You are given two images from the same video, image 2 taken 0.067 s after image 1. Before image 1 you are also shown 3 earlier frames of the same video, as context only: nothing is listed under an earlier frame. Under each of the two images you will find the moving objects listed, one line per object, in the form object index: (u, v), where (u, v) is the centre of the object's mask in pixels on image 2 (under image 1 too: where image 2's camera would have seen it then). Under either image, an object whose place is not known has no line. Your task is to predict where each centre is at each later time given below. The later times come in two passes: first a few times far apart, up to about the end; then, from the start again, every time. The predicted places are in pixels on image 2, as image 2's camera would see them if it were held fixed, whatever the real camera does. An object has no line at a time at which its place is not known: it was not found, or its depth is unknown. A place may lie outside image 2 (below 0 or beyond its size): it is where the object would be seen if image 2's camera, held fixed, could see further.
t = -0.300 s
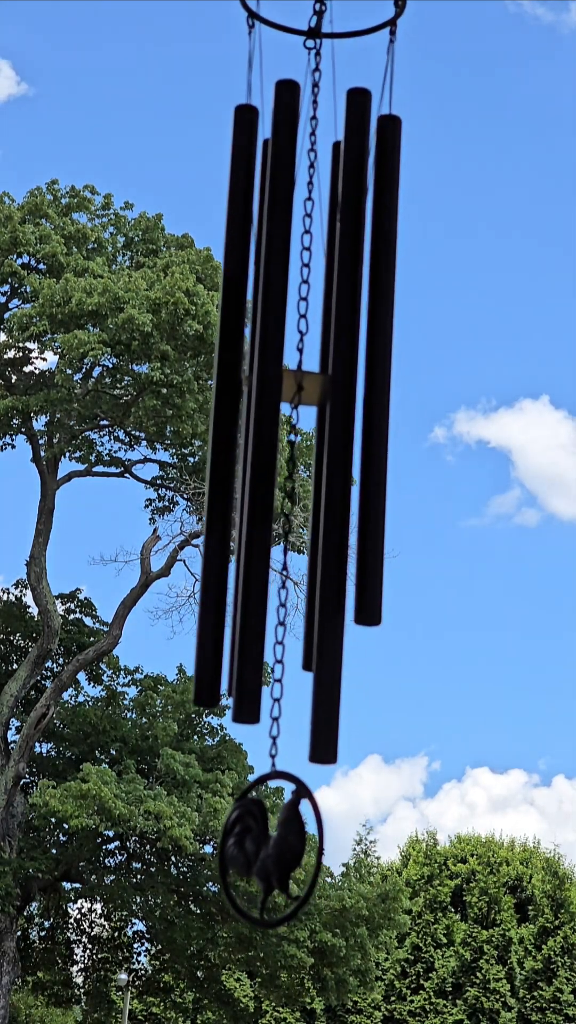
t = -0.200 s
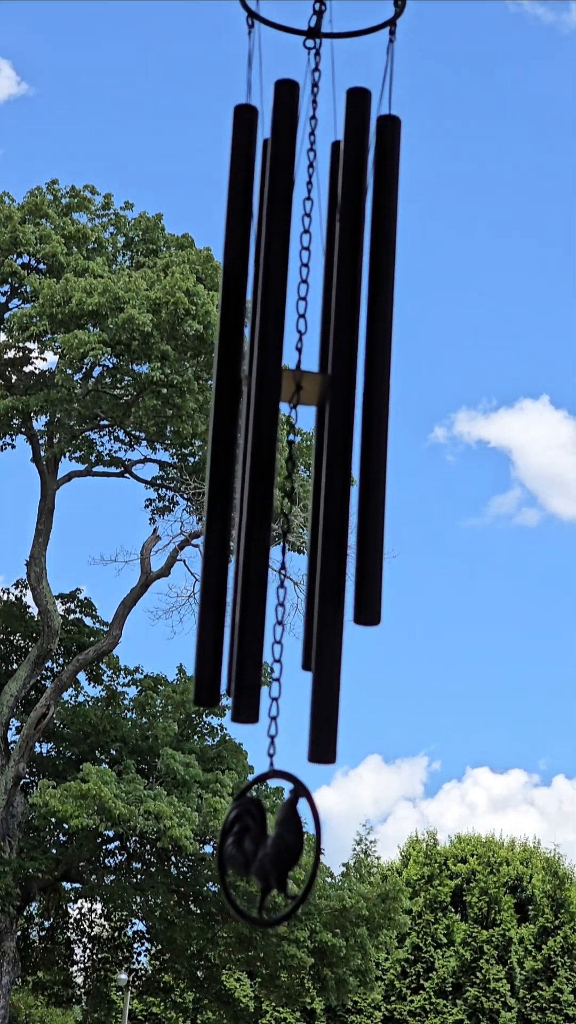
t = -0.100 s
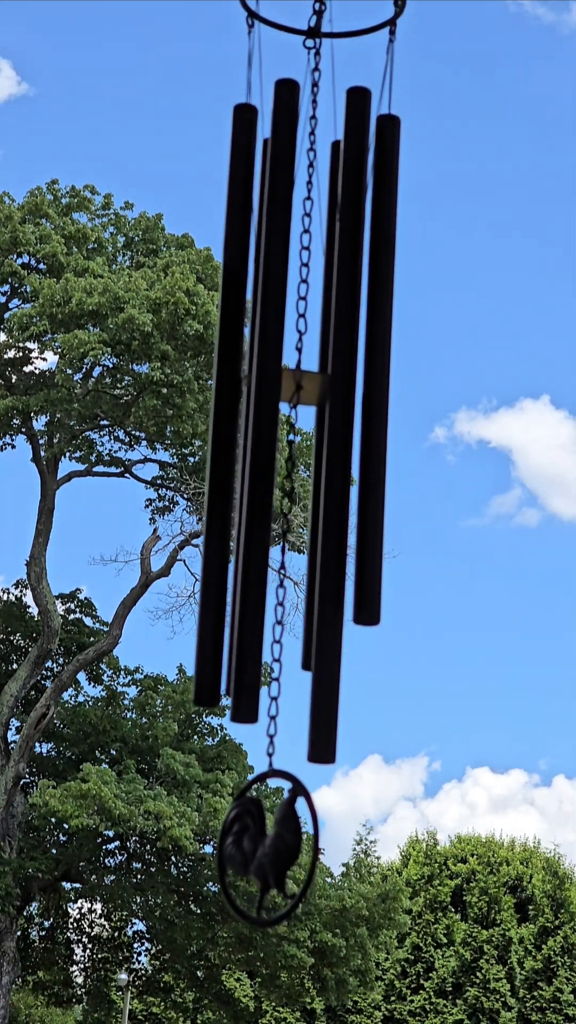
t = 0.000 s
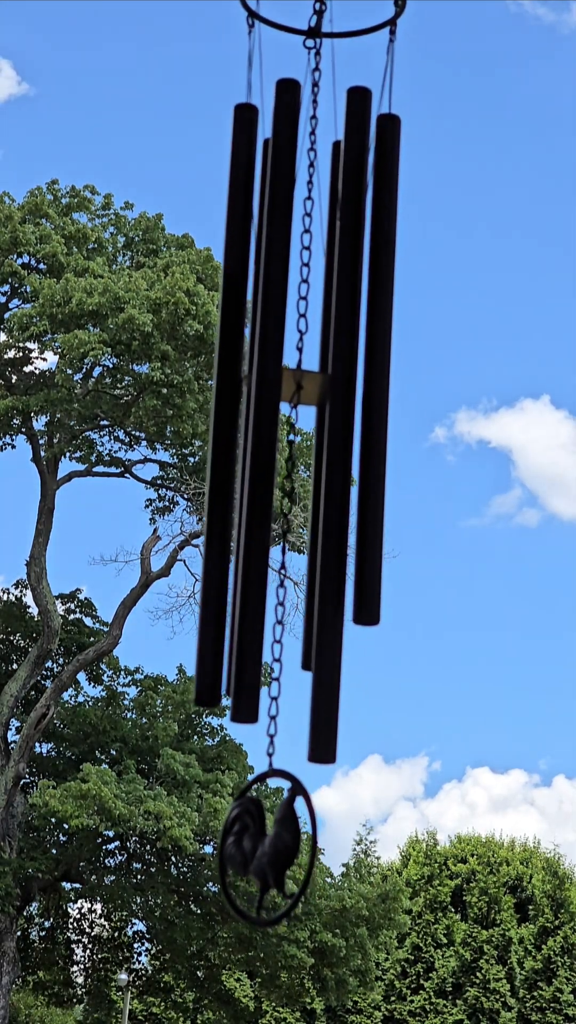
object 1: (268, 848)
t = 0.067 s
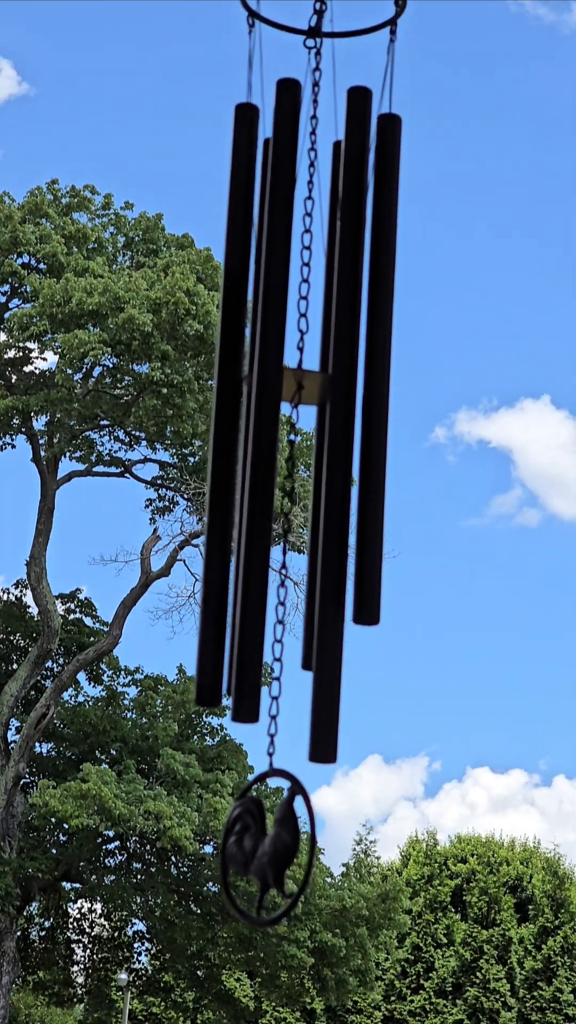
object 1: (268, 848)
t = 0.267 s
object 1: (270, 848)
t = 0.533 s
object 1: (271, 848)
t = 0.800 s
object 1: (277, 850)
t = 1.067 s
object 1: (279, 851)
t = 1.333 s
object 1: (275, 854)
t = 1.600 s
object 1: (270, 853)
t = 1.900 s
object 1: (272, 853)
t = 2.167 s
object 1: (278, 851)
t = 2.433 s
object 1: (282, 851)
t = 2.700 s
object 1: (280, 855)
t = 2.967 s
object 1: (277, 855)
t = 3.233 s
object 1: (273, 855)
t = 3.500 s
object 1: (273, 852)
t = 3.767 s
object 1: (276, 851)
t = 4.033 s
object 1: (279, 849)
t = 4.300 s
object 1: (278, 852)
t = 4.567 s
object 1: (276, 852)
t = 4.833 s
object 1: (275, 853)
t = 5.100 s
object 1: (274, 851)
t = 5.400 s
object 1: (273, 853)
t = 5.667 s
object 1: (277, 849)
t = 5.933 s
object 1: (279, 850)
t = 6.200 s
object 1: (276, 853)
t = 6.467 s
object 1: (272, 854)
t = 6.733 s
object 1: (271, 853)
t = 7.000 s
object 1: (275, 852)
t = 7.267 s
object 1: (278, 849)
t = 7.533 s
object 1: (278, 849)
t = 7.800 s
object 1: (276, 852)
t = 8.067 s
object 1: (276, 855)
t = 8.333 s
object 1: (275, 853)
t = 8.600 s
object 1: (274, 851)
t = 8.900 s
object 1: (274, 852)
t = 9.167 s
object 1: (278, 851)
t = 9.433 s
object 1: (277, 851)
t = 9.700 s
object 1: (276, 852)
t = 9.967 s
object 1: (276, 854)
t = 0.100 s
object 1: (268, 848)
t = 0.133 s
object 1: (268, 848)
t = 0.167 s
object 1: (269, 849)
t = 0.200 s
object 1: (269, 848)
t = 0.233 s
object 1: (269, 848)
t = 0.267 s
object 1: (270, 848)
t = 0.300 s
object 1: (269, 847)
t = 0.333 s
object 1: (269, 847)
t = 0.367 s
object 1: (269, 847)
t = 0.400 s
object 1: (269, 847)
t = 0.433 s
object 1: (269, 848)
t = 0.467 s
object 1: (270, 848)
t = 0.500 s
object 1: (270, 849)
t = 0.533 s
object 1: (271, 848)
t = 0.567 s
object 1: (271, 848)
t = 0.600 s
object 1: (272, 848)
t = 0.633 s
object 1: (273, 848)
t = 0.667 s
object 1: (273, 849)
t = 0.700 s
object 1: (274, 850)
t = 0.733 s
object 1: (275, 850)
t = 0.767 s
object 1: (276, 850)
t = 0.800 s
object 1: (277, 850)
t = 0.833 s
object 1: (277, 850)
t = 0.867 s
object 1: (278, 850)
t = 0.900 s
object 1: (278, 850)
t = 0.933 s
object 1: (279, 850)
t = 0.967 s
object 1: (279, 850)
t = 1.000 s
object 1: (279, 850)
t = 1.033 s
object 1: (279, 851)
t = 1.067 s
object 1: (279, 851)
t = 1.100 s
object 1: (278, 851)
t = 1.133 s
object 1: (278, 851)
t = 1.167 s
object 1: (277, 852)
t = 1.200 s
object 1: (277, 852)
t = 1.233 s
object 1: (277, 854)
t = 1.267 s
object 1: (276, 853)
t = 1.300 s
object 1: (275, 853)
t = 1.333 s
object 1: (275, 854)
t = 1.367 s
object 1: (274, 853)
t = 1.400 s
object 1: (273, 853)
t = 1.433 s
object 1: (273, 852)
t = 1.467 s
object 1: (272, 853)
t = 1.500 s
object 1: (271, 854)
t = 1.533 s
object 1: (271, 854)
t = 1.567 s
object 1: (270, 854)
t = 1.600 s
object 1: (270, 853)
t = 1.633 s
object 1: (270, 854)
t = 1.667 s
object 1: (270, 853)
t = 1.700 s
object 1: (270, 853)
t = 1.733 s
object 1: (270, 853)
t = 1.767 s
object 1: (271, 854)
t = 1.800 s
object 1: (271, 854)
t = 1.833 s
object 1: (272, 853)
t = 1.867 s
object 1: (272, 853)
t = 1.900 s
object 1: (272, 853)
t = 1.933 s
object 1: (273, 854)
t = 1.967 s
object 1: (274, 853)
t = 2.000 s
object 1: (274, 853)
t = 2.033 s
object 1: (275, 853)
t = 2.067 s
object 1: (276, 852)
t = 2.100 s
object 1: (277, 852)
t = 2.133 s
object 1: (277, 851)
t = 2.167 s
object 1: (278, 851)
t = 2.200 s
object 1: (279, 849)
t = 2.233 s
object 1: (279, 850)
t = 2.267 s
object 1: (280, 852)
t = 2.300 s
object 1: (281, 855)
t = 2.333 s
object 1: (281, 854)
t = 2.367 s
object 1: (281, 850)
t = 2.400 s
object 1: (282, 851)
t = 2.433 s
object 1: (282, 851)
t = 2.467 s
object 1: (282, 851)
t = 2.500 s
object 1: (282, 850)
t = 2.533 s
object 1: (282, 850)
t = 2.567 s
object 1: (282, 850)
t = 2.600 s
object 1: (282, 851)
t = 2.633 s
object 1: (281, 853)
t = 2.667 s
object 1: (280, 855)
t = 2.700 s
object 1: (280, 855)
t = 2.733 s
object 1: (280, 856)
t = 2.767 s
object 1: (279, 855)
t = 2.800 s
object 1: (279, 852)
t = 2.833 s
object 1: (278, 853)
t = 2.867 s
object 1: (278, 853)
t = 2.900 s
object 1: (278, 853)
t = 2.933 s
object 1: (278, 854)
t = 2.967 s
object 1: (277, 855)
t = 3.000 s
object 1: (277, 854)
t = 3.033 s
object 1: (276, 854)
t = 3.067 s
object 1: (275, 854)
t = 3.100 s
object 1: (275, 853)
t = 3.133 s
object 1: (274, 853)
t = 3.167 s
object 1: (274, 853)
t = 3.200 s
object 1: (274, 853)
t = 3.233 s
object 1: (273, 855)
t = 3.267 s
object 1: (273, 853)
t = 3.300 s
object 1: (273, 853)
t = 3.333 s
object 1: (273, 851)
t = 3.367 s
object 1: (273, 852)
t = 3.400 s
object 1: (273, 852)
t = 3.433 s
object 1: (273, 851)
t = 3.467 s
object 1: (273, 851)
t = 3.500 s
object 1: (273, 852)
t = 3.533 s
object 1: (274, 852)
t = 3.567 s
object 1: (274, 851)
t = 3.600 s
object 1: (275, 852)
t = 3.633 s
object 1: (274, 851)
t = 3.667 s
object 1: (275, 852)
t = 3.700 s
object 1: (275, 852)
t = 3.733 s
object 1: (276, 851)
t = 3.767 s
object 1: (276, 851)
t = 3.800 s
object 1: (276, 851)
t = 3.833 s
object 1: (277, 850)
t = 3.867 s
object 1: (277, 850)
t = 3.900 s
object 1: (278, 849)
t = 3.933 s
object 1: (278, 849)
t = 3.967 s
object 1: (278, 849)
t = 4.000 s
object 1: (279, 849)
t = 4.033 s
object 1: (279, 849)
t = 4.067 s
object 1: (279, 850)
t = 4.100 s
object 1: (279, 850)
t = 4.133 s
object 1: (279, 850)
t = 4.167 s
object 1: (279, 850)
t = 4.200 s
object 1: (279, 850)
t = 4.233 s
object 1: (279, 851)
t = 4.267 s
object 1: (279, 851)
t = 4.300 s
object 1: (278, 852)
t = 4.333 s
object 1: (278, 852)
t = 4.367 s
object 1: (277, 852)
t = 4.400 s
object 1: (277, 852)
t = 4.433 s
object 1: (277, 853)
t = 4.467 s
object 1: (277, 852)
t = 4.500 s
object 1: (276, 853)
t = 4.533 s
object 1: (276, 852)
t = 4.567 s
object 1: (276, 852)
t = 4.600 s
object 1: (276, 852)
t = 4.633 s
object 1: (276, 852)
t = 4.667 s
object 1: (275, 854)
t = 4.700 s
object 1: (275, 855)
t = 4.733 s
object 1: (275, 855)
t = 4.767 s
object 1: (275, 852)
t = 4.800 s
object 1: (275, 852)
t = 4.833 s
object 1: (275, 853)
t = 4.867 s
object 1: (275, 853)
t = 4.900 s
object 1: (275, 853)
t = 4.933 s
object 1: (275, 852)
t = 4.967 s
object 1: (275, 852)
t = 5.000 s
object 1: (274, 852)
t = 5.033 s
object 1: (274, 852)
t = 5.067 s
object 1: (274, 852)
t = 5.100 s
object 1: (274, 851)
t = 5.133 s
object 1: (274, 851)
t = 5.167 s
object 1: (274, 851)
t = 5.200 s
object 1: (274, 851)
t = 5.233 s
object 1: (273, 851)
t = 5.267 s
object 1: (273, 851)
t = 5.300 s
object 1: (273, 853)
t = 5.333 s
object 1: (273, 853)
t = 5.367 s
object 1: (272, 853)
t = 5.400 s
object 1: (273, 853)
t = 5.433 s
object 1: (273, 852)
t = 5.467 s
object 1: (273, 852)
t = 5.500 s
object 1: (274, 853)
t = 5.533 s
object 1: (274, 852)
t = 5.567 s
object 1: (274, 851)
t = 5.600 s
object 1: (275, 851)
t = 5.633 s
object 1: (276, 850)
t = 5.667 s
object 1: (277, 849)
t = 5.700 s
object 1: (277, 849)
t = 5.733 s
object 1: (278, 850)
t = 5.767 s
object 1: (278, 850)
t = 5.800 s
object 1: (278, 850)
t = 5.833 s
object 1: (278, 850)
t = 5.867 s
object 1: (278, 850)
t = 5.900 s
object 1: (278, 850)
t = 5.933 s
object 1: (279, 850)
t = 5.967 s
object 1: (278, 850)
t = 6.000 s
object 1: (278, 850)
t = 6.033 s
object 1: (278, 851)
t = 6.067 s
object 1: (278, 851)
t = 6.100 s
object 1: (277, 852)
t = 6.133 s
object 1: (277, 852)
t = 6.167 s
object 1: (276, 853)
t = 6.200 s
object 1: (276, 853)
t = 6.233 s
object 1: (275, 853)
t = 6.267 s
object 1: (274, 852)
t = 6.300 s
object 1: (274, 852)
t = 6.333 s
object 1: (274, 852)
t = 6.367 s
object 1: (273, 851)
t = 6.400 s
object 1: (273, 851)
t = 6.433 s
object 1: (272, 852)
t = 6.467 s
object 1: (272, 854)
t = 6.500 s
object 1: (271, 854)
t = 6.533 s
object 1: (271, 854)
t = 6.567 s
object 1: (271, 854)
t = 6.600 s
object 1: (271, 853)
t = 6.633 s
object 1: (271, 853)
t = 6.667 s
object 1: (271, 853)
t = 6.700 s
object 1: (271, 853)
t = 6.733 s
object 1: (271, 853)
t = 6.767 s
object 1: (271, 854)
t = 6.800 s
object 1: (272, 853)
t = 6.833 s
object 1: (272, 854)
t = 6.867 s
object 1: (273, 852)
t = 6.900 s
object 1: (273, 852)
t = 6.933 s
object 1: (274, 852)
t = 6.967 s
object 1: (274, 852)
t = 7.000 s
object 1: (275, 852)
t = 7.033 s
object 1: (275, 851)
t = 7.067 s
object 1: (276, 850)
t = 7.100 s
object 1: (276, 850)
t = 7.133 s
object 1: (276, 850)
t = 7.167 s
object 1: (277, 850)
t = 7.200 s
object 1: (277, 850)
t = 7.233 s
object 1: (277, 849)
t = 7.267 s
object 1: (278, 849)
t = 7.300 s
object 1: (278, 848)
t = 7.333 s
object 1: (278, 849)
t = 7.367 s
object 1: (278, 849)
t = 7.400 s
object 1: (278, 850)
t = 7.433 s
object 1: (278, 850)
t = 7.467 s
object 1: (278, 849)
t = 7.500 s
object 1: (278, 850)
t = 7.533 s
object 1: (278, 849)
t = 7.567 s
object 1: (278, 850)
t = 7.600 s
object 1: (278, 850)
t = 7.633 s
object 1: (277, 850)
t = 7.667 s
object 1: (277, 851)
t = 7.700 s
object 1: (277, 850)
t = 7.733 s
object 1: (276, 851)
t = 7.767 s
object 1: (276, 851)
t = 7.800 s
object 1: (276, 852)
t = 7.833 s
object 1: (276, 852)
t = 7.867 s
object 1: (276, 852)
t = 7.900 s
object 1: (276, 852)
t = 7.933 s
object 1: (276, 853)
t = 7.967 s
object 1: (276, 853)
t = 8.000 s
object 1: (276, 855)
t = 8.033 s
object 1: (276, 855)
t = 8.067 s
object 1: (276, 855)
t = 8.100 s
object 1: (276, 855)
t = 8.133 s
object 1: (276, 855)
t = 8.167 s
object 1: (276, 855)
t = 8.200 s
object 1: (276, 853)
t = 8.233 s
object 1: (276, 855)
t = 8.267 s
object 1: (275, 853)
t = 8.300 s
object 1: (275, 852)
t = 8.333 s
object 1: (275, 853)
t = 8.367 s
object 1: (274, 853)
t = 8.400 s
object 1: (274, 852)
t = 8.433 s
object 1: (274, 852)
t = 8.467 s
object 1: (274, 852)
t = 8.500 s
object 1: (274, 851)
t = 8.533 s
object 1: (274, 851)
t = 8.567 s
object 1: (274, 851)
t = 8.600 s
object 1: (274, 851)
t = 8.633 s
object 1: (273, 852)
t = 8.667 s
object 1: (273, 852)
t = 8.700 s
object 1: (273, 852)
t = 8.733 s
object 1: (273, 852)
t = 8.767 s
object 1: (273, 852)
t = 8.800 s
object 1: (273, 852)
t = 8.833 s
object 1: (273, 852)
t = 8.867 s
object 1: (274, 852)
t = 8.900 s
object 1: (274, 852)
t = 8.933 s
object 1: (275, 851)
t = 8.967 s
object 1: (276, 851)
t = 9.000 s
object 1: (276, 850)
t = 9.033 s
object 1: (277, 850)
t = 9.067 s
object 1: (277, 850)
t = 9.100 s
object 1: (278, 850)
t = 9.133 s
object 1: (278, 851)
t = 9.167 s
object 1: (278, 851)
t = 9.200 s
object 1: (278, 851)
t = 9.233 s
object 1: (278, 851)
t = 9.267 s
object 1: (278, 850)
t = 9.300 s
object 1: (278, 851)
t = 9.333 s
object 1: (277, 850)
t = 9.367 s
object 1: (277, 851)
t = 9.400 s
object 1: (277, 851)
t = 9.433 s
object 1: (277, 851)
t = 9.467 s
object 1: (277, 851)
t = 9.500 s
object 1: (276, 851)
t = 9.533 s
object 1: (276, 851)
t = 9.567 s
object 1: (276, 851)
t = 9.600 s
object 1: (275, 851)
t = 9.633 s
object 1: (275, 851)
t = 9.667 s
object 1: (275, 852)
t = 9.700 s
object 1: (276, 852)
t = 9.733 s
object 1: (275, 852)
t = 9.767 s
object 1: (275, 853)
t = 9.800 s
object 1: (276, 853)
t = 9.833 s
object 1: (276, 854)
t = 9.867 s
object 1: (276, 854)
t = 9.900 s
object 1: (276, 854)
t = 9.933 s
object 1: (276, 854)
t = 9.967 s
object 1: (276, 854)
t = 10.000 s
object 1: (275, 854)
